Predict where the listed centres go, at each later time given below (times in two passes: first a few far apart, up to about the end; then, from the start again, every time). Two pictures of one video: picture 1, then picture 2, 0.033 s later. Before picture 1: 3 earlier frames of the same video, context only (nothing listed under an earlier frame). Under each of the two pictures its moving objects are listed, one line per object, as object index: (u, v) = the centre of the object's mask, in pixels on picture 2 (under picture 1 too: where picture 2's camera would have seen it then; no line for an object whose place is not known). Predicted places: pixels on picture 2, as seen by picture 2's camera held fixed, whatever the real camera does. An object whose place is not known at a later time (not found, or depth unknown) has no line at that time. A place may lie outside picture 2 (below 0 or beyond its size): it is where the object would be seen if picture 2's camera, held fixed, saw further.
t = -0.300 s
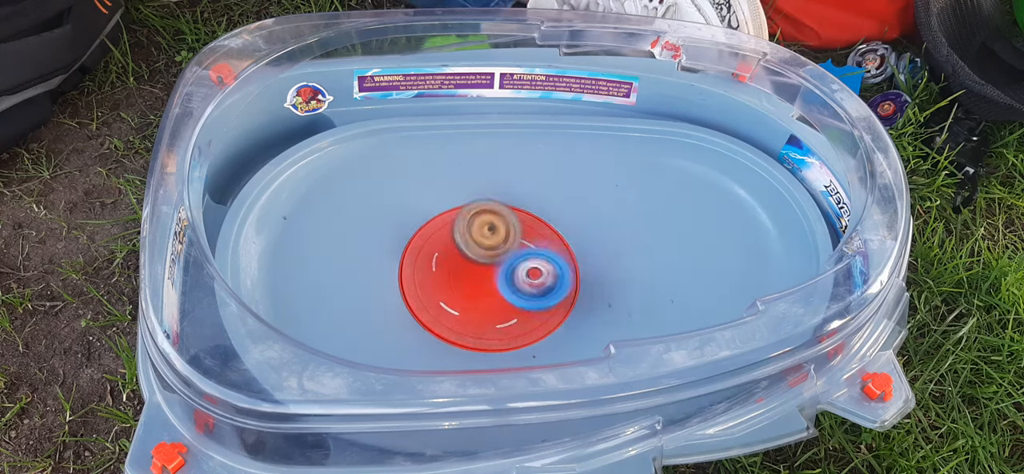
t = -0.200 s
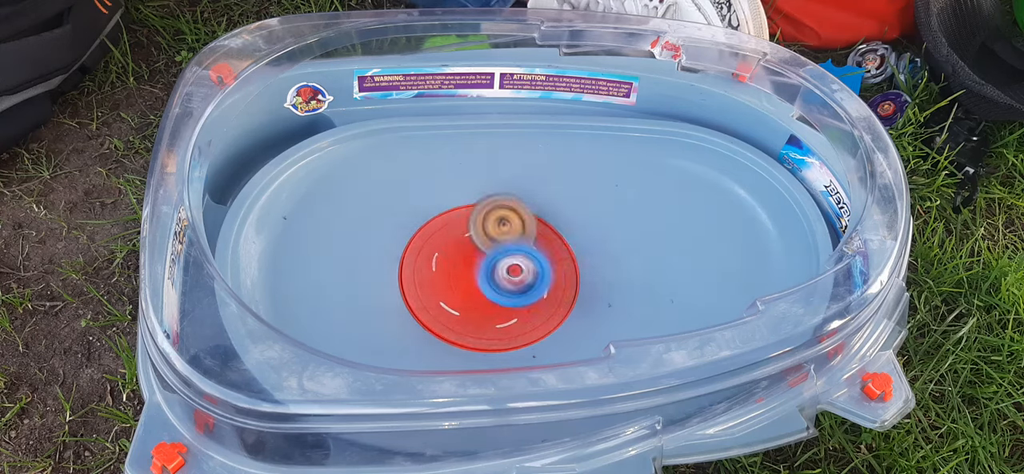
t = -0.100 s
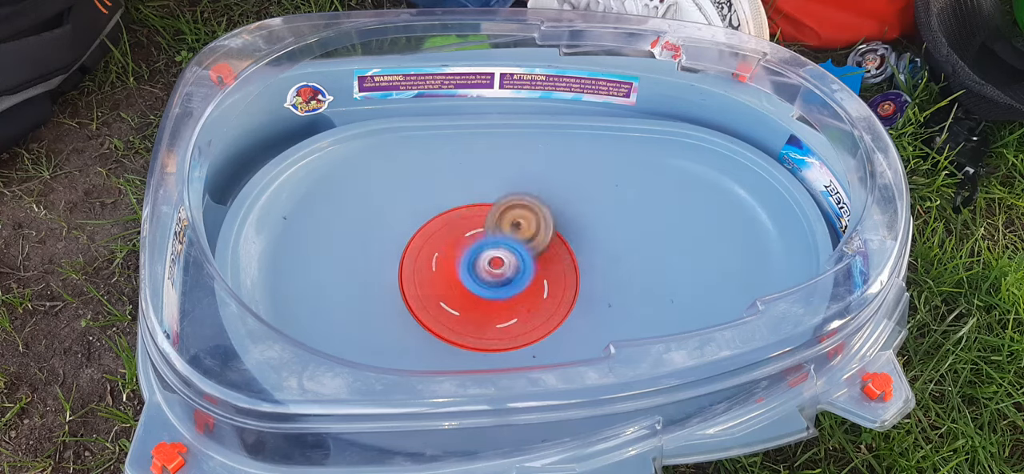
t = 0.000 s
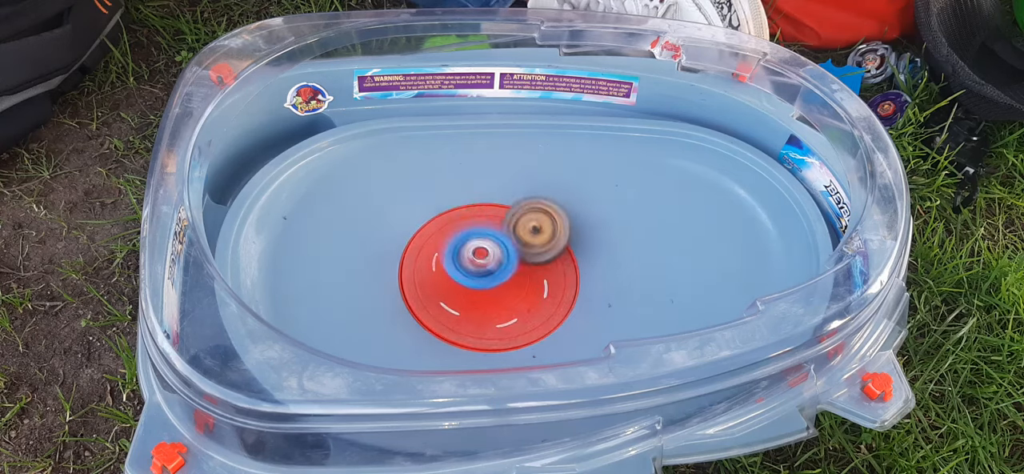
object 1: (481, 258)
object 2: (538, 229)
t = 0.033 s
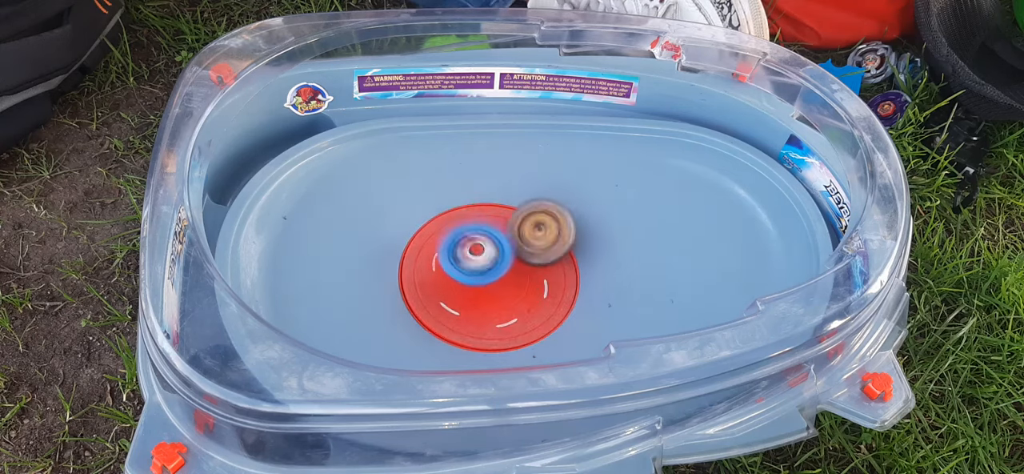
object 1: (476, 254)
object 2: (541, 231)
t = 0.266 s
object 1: (469, 231)
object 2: (561, 257)
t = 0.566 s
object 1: (513, 227)
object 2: (532, 283)
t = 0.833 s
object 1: (555, 233)
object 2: (488, 276)
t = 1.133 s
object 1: (556, 254)
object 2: (479, 241)
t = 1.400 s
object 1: (515, 271)
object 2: (513, 220)
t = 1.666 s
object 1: (479, 268)
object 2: (546, 241)
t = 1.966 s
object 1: (481, 243)
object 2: (538, 279)
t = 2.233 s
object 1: (499, 221)
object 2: (503, 286)
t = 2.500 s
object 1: (536, 219)
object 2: (475, 266)
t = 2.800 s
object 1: (567, 227)
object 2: (486, 243)
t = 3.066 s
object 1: (574, 236)
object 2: (456, 245)
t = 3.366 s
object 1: (528, 253)
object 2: (449, 239)
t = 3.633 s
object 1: (528, 305)
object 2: (479, 244)
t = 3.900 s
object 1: (564, 286)
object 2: (481, 249)
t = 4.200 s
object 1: (571, 286)
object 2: (504, 254)
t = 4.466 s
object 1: (562, 275)
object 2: (505, 244)
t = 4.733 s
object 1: (551, 270)
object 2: (517, 218)
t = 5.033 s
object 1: (551, 271)
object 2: (503, 232)
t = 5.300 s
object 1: (546, 269)
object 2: (487, 233)
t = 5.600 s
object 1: (546, 269)
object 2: (487, 233)
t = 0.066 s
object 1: (472, 251)
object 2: (545, 235)
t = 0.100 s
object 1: (469, 247)
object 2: (549, 238)
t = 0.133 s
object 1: (467, 243)
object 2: (552, 240)
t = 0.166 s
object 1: (465, 239)
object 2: (555, 244)
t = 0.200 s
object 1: (465, 236)
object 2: (558, 249)
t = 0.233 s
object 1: (466, 234)
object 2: (560, 253)
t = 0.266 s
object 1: (469, 231)
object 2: (561, 257)
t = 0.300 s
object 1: (471, 228)
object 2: (560, 261)
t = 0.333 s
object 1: (474, 227)
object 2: (559, 264)
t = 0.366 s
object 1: (479, 226)
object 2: (557, 267)
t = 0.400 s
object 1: (483, 225)
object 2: (554, 271)
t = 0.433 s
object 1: (489, 225)
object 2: (551, 274)
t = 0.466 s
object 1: (495, 225)
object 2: (547, 278)
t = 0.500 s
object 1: (501, 226)
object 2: (543, 280)
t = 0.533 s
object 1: (507, 226)
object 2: (538, 282)
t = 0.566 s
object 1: (513, 227)
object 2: (532, 283)
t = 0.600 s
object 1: (519, 227)
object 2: (526, 284)
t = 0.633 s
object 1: (523, 227)
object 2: (520, 286)
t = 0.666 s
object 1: (531, 227)
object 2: (513, 285)
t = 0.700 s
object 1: (536, 228)
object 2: (509, 285)
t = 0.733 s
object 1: (541, 229)
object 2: (502, 283)
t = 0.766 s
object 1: (546, 230)
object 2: (496, 281)
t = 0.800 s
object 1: (550, 232)
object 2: (492, 278)
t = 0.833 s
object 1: (555, 233)
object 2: (488, 276)
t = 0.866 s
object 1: (558, 236)
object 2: (484, 272)
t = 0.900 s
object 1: (560, 238)
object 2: (481, 268)
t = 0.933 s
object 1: (562, 239)
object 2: (478, 265)
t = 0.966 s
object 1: (562, 241)
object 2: (476, 260)
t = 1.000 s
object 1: (562, 242)
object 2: (475, 256)
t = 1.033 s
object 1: (563, 244)
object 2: (475, 252)
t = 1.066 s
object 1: (559, 247)
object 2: (476, 249)
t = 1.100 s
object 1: (558, 251)
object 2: (477, 244)
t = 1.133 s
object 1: (556, 254)
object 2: (479, 241)
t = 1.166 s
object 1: (551, 256)
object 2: (482, 237)
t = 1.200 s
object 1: (547, 260)
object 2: (484, 234)
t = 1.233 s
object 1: (542, 262)
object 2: (487, 230)
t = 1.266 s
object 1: (538, 264)
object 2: (491, 227)
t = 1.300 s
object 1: (532, 266)
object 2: (496, 223)
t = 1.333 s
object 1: (526, 269)
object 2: (501, 221)
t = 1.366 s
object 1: (522, 270)
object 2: (507, 219)
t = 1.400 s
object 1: (515, 271)
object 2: (513, 220)
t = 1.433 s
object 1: (509, 272)
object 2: (519, 221)
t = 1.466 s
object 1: (505, 273)
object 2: (524, 222)
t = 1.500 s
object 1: (499, 272)
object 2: (529, 225)
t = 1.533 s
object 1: (494, 272)
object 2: (533, 227)
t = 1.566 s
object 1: (490, 272)
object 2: (537, 231)
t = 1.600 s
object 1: (486, 271)
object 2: (540, 234)
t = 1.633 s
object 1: (483, 270)
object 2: (543, 238)
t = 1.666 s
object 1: (479, 268)
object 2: (546, 241)
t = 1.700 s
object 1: (478, 266)
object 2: (547, 246)
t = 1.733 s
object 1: (477, 264)
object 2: (548, 250)
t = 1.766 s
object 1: (476, 261)
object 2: (548, 255)
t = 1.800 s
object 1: (477, 259)
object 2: (549, 258)
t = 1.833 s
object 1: (477, 256)
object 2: (547, 263)
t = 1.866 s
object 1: (480, 253)
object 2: (547, 267)
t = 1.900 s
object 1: (482, 250)
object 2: (544, 271)
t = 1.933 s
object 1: (481, 245)
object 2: (541, 275)
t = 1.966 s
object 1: (481, 243)
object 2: (538, 279)
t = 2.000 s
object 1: (483, 239)
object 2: (536, 281)
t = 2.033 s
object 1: (485, 234)
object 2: (531, 284)
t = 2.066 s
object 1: (485, 231)
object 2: (528, 286)
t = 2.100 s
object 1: (488, 229)
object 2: (523, 287)
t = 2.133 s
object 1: (492, 226)
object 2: (519, 288)
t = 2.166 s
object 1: (493, 224)
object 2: (513, 288)
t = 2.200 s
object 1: (496, 223)
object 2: (509, 288)
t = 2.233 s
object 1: (499, 221)
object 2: (503, 286)
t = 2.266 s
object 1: (503, 221)
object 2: (499, 284)
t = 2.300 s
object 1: (508, 221)
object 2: (495, 282)
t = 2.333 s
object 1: (510, 222)
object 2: (492, 279)
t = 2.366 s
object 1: (515, 224)
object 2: (488, 275)
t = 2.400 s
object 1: (519, 224)
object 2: (485, 273)
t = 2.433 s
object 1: (527, 221)
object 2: (480, 273)
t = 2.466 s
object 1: (532, 219)
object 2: (477, 270)
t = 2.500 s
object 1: (536, 219)
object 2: (475, 266)
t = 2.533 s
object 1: (541, 219)
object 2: (475, 263)
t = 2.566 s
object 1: (546, 218)
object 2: (476, 260)
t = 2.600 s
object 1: (549, 218)
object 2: (478, 256)
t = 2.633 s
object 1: (551, 219)
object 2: (480, 253)
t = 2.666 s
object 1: (556, 220)
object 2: (483, 250)
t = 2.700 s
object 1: (556, 221)
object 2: (486, 248)
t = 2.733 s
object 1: (555, 224)
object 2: (490, 244)
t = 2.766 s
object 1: (557, 227)
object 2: (491, 244)
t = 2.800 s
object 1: (567, 227)
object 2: (486, 243)
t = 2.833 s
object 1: (566, 229)
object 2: (485, 243)
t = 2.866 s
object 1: (559, 233)
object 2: (486, 241)
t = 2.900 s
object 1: (559, 235)
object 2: (487, 242)
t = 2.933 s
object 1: (565, 236)
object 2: (486, 242)
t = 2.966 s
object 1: (569, 239)
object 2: (486, 242)
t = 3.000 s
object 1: (566, 243)
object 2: (482, 244)
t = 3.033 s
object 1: (571, 240)
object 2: (467, 245)
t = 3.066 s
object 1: (574, 236)
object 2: (456, 245)
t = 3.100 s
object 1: (573, 235)
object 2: (451, 245)
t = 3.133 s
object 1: (572, 233)
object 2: (449, 245)
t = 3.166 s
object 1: (570, 233)
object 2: (449, 244)
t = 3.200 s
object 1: (566, 235)
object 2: (449, 245)
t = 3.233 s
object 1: (561, 239)
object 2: (448, 244)
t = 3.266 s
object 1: (554, 242)
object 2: (445, 241)
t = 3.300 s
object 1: (546, 244)
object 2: (446, 239)
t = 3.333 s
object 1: (536, 246)
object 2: (448, 239)
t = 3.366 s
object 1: (528, 253)
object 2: (449, 239)
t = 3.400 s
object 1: (522, 260)
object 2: (453, 238)
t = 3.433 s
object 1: (514, 266)
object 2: (455, 238)
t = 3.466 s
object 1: (512, 273)
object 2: (458, 237)
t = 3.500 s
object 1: (511, 280)
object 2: (463, 239)
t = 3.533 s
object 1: (511, 287)
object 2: (466, 240)
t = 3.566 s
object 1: (515, 293)
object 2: (470, 241)
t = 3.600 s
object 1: (521, 300)
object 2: (474, 242)
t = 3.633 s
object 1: (528, 305)
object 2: (479, 244)
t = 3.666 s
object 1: (534, 302)
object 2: (482, 250)
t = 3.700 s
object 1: (536, 301)
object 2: (483, 253)
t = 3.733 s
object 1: (533, 298)
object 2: (485, 254)
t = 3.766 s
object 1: (538, 295)
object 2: (483, 254)
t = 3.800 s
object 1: (541, 292)
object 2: (482, 252)
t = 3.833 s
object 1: (541, 286)
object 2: (485, 252)
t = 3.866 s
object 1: (552, 285)
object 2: (482, 251)
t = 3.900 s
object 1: (564, 286)
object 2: (481, 249)
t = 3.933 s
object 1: (575, 289)
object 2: (482, 248)
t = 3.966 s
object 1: (584, 292)
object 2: (487, 244)
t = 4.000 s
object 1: (585, 292)
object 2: (487, 243)
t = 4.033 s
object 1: (583, 292)
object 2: (490, 242)
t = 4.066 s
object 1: (581, 292)
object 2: (493, 245)
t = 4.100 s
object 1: (579, 291)
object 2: (495, 248)
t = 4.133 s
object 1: (577, 290)
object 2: (499, 247)
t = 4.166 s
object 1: (574, 288)
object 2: (502, 250)
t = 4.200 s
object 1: (571, 286)
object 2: (504, 254)
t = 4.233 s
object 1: (568, 283)
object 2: (507, 256)
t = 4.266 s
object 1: (570, 282)
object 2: (505, 253)
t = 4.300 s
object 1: (569, 280)
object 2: (505, 251)
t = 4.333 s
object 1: (566, 278)
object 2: (506, 253)
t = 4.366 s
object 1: (566, 278)
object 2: (507, 252)
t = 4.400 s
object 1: (565, 278)
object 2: (507, 250)
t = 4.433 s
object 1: (564, 277)
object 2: (506, 247)
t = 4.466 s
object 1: (562, 275)
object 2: (505, 244)
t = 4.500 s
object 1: (557, 273)
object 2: (503, 244)
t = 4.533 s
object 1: (554, 272)
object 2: (504, 244)
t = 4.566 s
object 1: (553, 272)
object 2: (506, 240)
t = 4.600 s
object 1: (551, 271)
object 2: (508, 234)
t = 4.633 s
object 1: (551, 271)
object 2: (511, 228)
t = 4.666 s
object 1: (551, 271)
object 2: (513, 224)
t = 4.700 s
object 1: (551, 271)
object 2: (516, 221)
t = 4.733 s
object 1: (551, 270)
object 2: (517, 218)
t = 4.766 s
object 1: (551, 270)
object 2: (518, 217)
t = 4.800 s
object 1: (550, 270)
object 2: (517, 217)
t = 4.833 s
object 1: (550, 270)
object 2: (517, 218)
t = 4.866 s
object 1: (550, 270)
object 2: (516, 220)
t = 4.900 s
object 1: (550, 270)
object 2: (516, 222)
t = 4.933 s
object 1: (550, 270)
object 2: (514, 224)
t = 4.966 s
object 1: (550, 270)
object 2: (511, 227)
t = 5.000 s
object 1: (551, 271)
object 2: (507, 230)
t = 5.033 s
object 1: (551, 271)
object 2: (503, 232)
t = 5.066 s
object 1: (551, 271)
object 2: (499, 234)
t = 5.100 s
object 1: (550, 270)
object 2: (496, 235)
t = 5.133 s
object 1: (550, 270)
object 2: (493, 235)
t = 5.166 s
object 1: (549, 270)
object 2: (491, 235)
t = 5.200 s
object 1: (548, 269)
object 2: (489, 234)
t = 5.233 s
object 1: (547, 269)
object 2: (488, 234)
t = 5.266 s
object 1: (546, 269)
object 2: (487, 233)
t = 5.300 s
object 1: (546, 269)
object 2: (487, 233)
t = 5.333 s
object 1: (546, 269)
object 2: (487, 233)
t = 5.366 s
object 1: (546, 269)
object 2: (487, 233)
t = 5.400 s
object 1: (546, 269)
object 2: (487, 233)
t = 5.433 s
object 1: (546, 269)
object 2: (487, 233)
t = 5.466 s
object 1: (546, 269)
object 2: (487, 233)
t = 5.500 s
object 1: (546, 269)
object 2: (487, 233)
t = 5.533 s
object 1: (546, 269)
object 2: (487, 233)
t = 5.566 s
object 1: (546, 269)
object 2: (487, 233)
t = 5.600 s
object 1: (546, 269)
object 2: (487, 233)
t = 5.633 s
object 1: (546, 269)
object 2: (487, 233)
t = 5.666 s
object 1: (546, 269)
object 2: (487, 233)
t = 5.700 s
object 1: (546, 269)
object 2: (487, 233)
